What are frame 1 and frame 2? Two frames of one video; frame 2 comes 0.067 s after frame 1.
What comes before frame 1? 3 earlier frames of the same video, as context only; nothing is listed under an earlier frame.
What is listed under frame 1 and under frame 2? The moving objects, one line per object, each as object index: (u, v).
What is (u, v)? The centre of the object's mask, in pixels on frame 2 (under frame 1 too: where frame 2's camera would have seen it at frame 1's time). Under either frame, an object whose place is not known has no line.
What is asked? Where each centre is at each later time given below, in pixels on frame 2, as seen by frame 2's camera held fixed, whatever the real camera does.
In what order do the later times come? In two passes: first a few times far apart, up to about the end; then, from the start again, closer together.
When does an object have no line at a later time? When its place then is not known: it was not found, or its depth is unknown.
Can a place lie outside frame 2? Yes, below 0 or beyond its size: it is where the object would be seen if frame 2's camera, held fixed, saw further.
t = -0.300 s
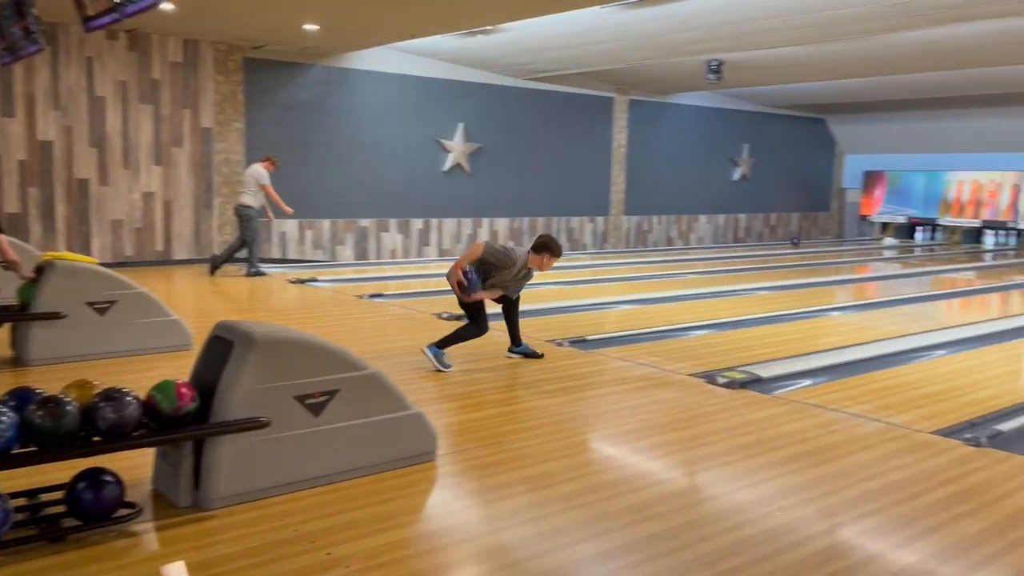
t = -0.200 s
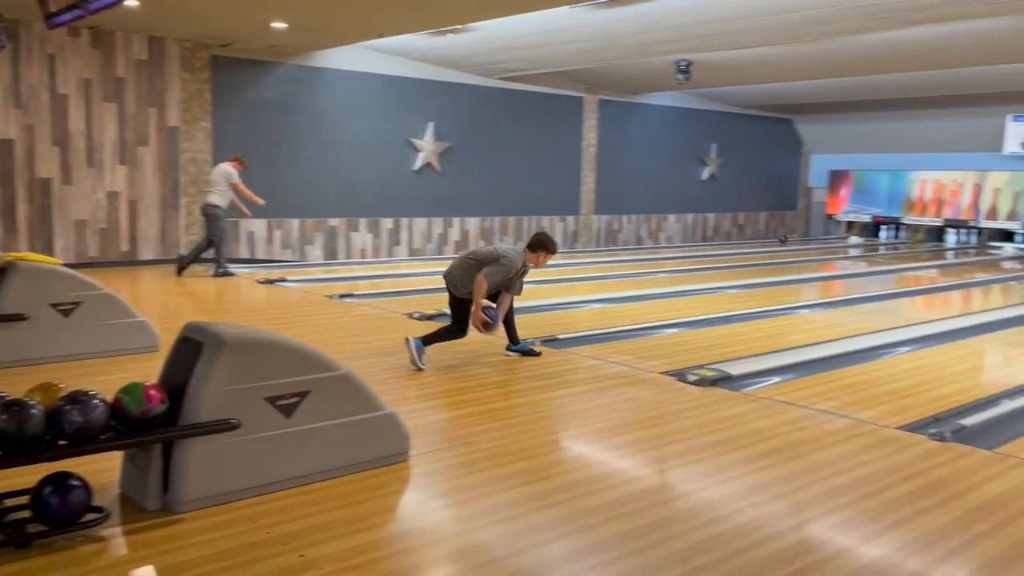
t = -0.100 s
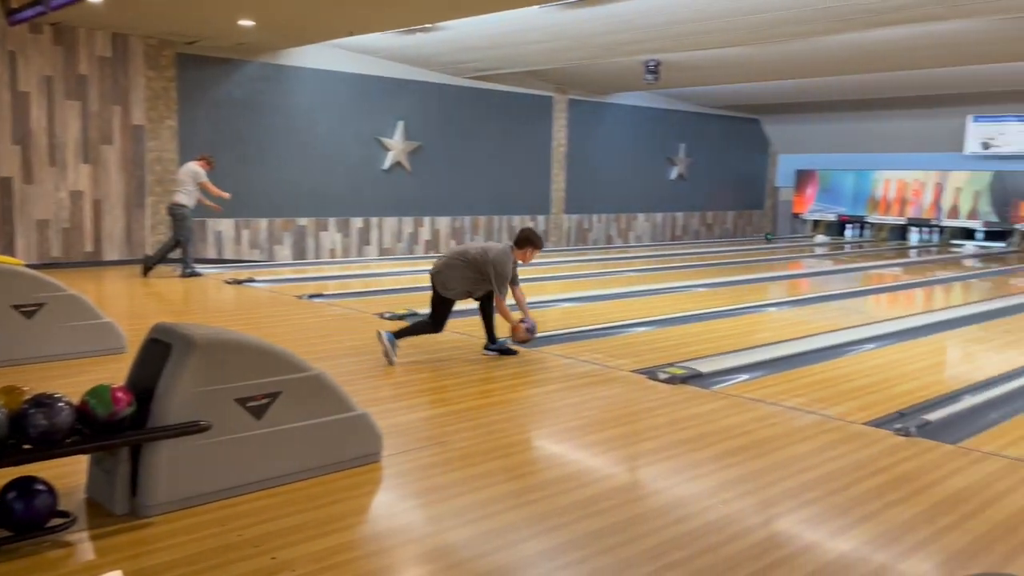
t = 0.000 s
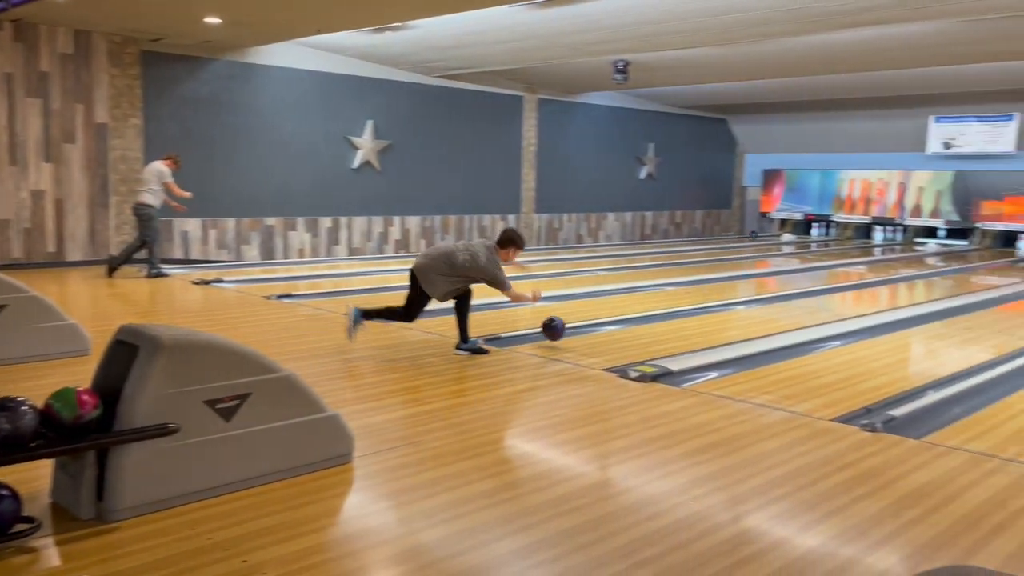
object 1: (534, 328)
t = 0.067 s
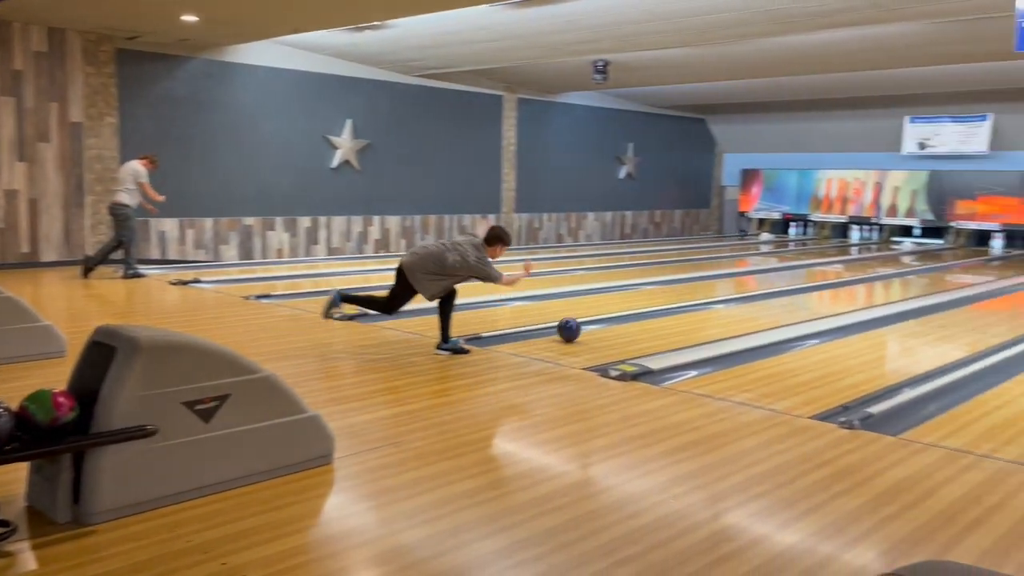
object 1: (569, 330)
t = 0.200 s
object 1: (631, 321)
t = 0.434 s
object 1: (721, 309)
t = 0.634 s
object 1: (785, 301)
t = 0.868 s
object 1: (847, 292)
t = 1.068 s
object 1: (892, 286)
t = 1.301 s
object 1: (938, 280)
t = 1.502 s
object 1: (971, 275)
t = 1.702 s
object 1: (1000, 271)
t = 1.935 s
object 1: (1030, 267)
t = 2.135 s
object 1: (1054, 265)
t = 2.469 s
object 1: (1078, 260)
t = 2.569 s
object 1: (1083, 258)
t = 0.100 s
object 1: (585, 327)
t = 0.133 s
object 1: (601, 325)
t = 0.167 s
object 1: (616, 323)
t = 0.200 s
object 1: (631, 321)
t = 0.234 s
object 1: (645, 320)
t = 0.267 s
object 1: (659, 317)
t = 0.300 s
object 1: (672, 316)
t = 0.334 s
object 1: (685, 314)
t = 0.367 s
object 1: (697, 313)
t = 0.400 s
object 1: (710, 311)
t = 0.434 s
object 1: (721, 309)
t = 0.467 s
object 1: (733, 308)
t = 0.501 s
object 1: (744, 307)
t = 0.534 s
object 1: (754, 305)
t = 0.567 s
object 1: (765, 304)
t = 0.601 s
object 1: (775, 302)
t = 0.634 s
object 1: (785, 301)
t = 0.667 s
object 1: (795, 300)
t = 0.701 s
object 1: (804, 299)
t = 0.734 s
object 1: (813, 297)
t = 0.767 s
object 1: (822, 297)
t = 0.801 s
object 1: (831, 295)
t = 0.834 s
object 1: (839, 293)
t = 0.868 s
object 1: (847, 292)
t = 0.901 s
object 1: (855, 291)
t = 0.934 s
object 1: (863, 290)
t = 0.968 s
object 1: (871, 289)
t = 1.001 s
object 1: (878, 288)
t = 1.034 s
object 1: (885, 287)
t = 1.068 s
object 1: (892, 286)
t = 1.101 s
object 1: (900, 285)
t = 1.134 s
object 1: (906, 284)
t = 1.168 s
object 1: (912, 284)
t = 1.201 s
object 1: (919, 283)
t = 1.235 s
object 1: (926, 282)
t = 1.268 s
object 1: (932, 281)
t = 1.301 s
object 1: (938, 280)
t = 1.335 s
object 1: (944, 279)
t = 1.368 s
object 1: (949, 278)
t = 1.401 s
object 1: (955, 277)
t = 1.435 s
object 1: (961, 277)
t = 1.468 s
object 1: (966, 276)
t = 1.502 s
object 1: (971, 275)
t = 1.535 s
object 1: (976, 274)
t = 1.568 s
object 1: (981, 274)
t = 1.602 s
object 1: (987, 273)
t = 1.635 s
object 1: (991, 272)
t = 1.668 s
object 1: (996, 271)
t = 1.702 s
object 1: (1000, 271)
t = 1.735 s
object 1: (1005, 271)
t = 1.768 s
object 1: (1010, 270)
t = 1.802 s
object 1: (1014, 269)
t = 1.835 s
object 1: (1018, 269)
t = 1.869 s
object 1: (1023, 268)
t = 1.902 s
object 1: (1027, 268)
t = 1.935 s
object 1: (1030, 267)
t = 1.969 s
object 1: (1034, 267)
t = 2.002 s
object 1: (1038, 266)
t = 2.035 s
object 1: (1042, 266)
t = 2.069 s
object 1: (1047, 266)
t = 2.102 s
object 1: (1051, 266)
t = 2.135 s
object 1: (1054, 265)
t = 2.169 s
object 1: (1055, 265)
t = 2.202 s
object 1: (1058, 264)
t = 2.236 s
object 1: (1061, 263)
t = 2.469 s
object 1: (1078, 260)
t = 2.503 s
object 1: (1079, 260)
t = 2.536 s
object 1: (1081, 259)
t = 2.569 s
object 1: (1083, 258)
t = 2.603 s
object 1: (1084, 258)
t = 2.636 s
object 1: (1086, 257)
